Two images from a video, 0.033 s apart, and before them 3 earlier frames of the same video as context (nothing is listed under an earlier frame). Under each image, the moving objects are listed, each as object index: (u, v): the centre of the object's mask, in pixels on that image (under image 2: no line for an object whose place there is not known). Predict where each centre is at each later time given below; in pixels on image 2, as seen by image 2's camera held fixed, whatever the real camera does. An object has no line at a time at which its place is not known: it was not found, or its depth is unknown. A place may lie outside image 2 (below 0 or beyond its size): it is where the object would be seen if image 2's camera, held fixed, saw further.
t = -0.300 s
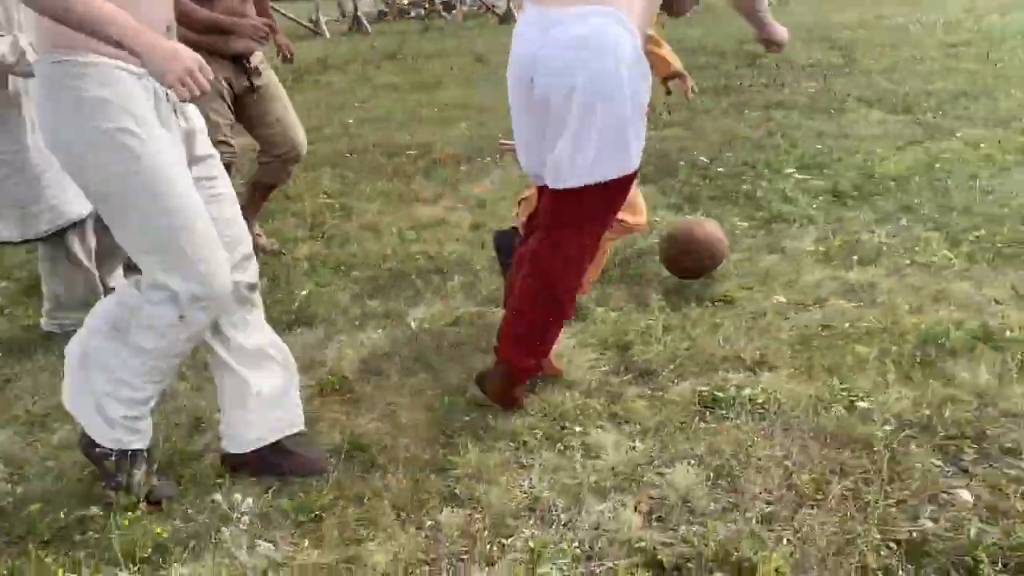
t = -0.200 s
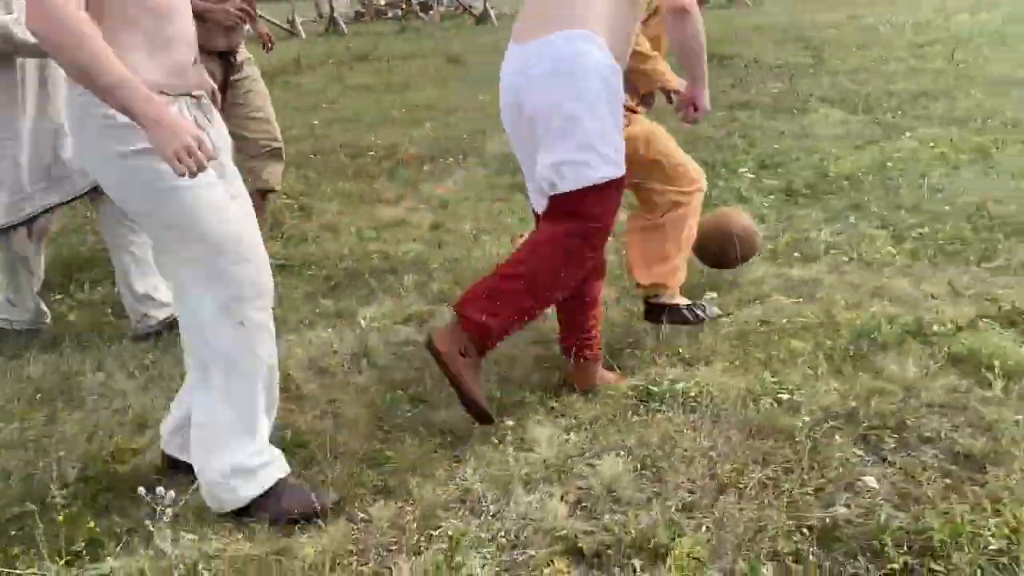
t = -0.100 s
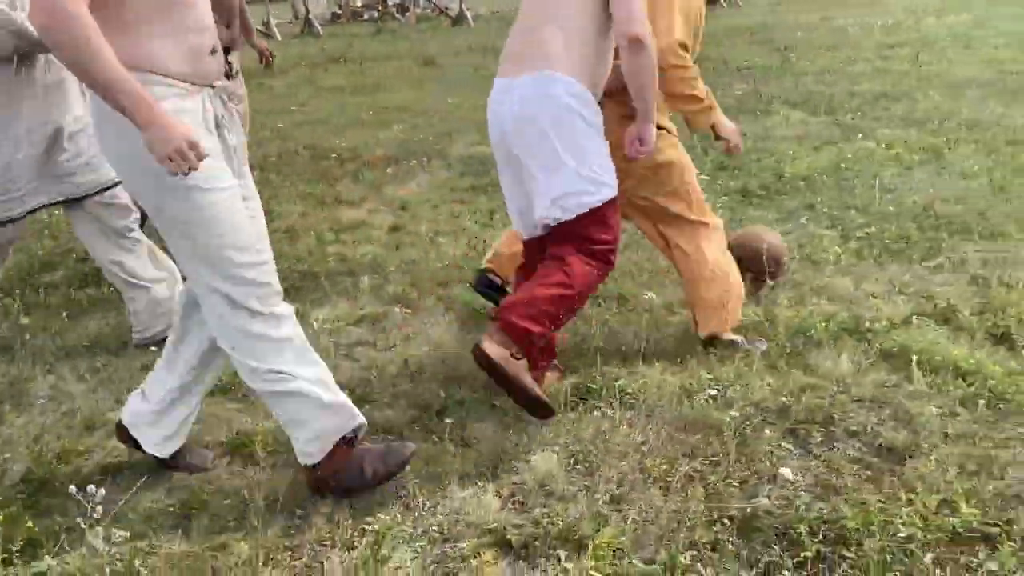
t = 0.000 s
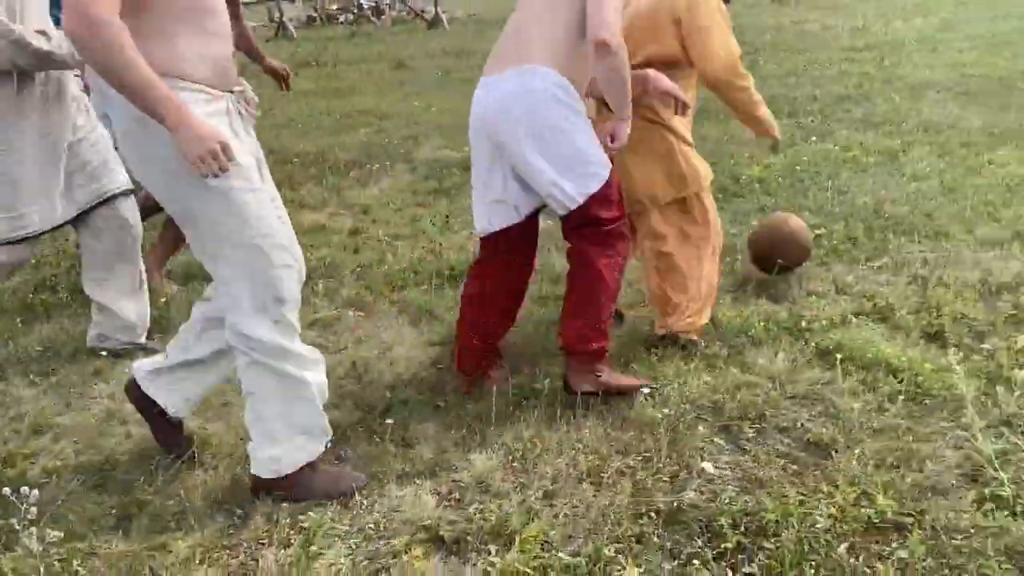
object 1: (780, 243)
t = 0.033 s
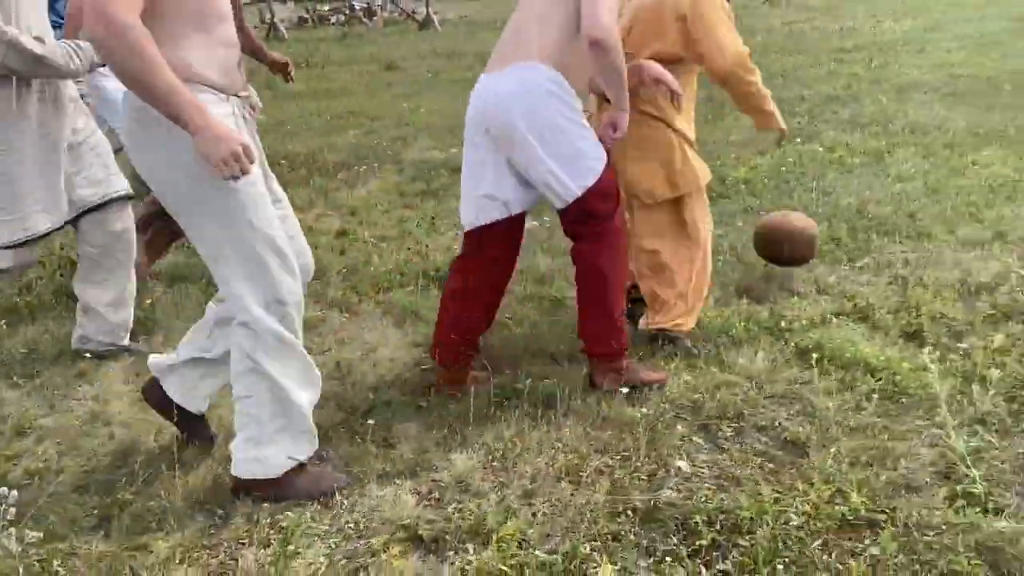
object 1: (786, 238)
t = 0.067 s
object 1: (810, 235)
